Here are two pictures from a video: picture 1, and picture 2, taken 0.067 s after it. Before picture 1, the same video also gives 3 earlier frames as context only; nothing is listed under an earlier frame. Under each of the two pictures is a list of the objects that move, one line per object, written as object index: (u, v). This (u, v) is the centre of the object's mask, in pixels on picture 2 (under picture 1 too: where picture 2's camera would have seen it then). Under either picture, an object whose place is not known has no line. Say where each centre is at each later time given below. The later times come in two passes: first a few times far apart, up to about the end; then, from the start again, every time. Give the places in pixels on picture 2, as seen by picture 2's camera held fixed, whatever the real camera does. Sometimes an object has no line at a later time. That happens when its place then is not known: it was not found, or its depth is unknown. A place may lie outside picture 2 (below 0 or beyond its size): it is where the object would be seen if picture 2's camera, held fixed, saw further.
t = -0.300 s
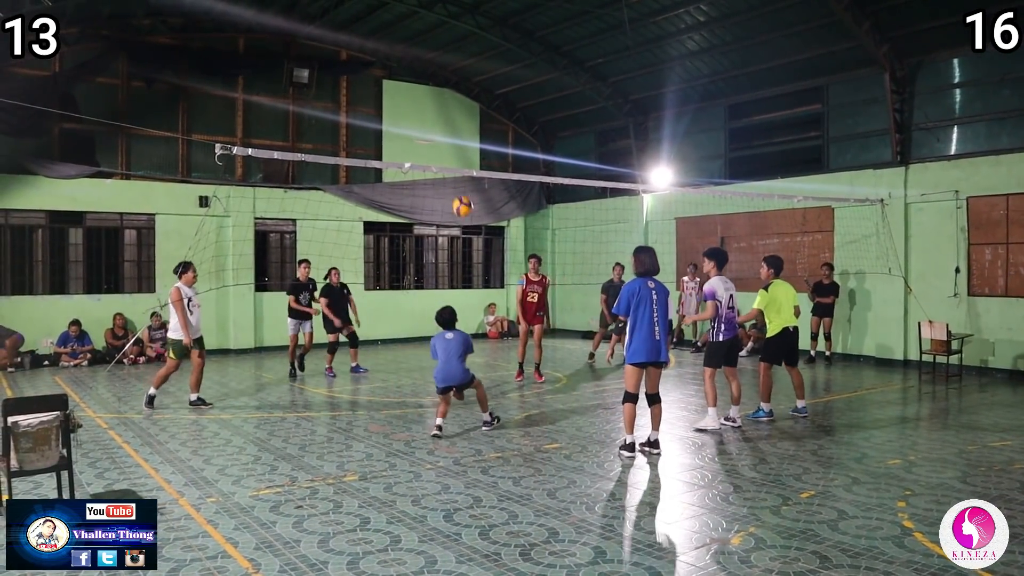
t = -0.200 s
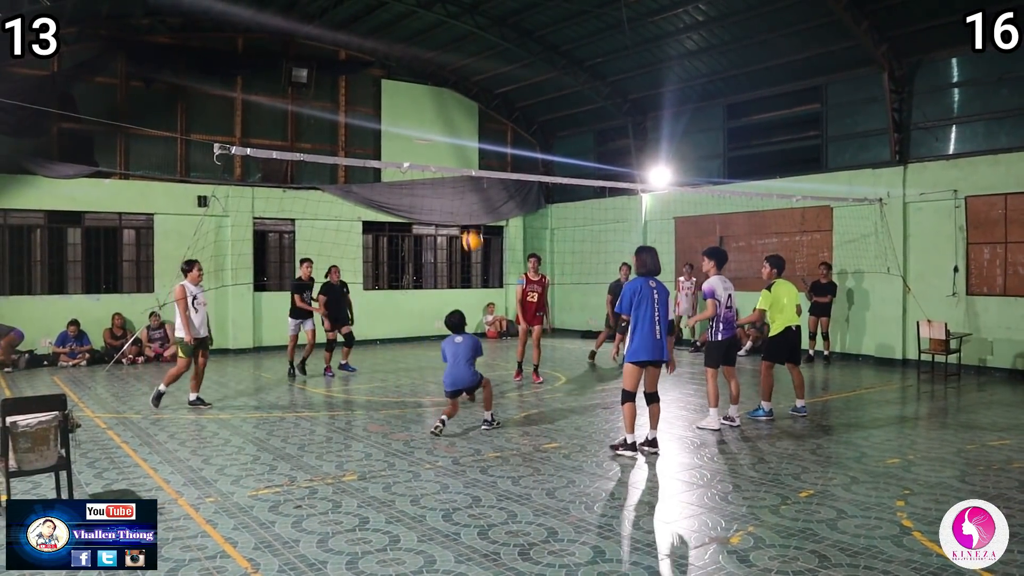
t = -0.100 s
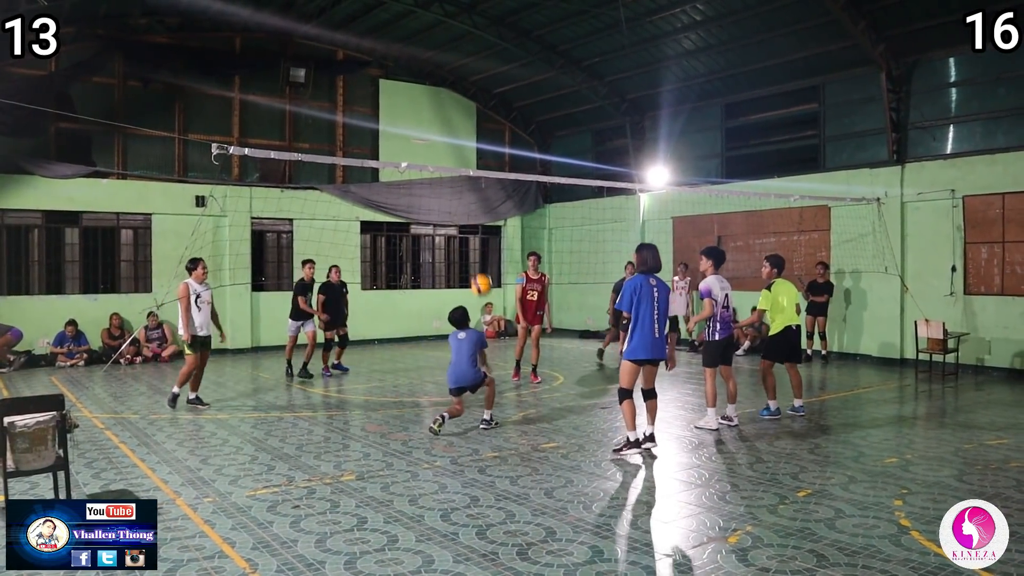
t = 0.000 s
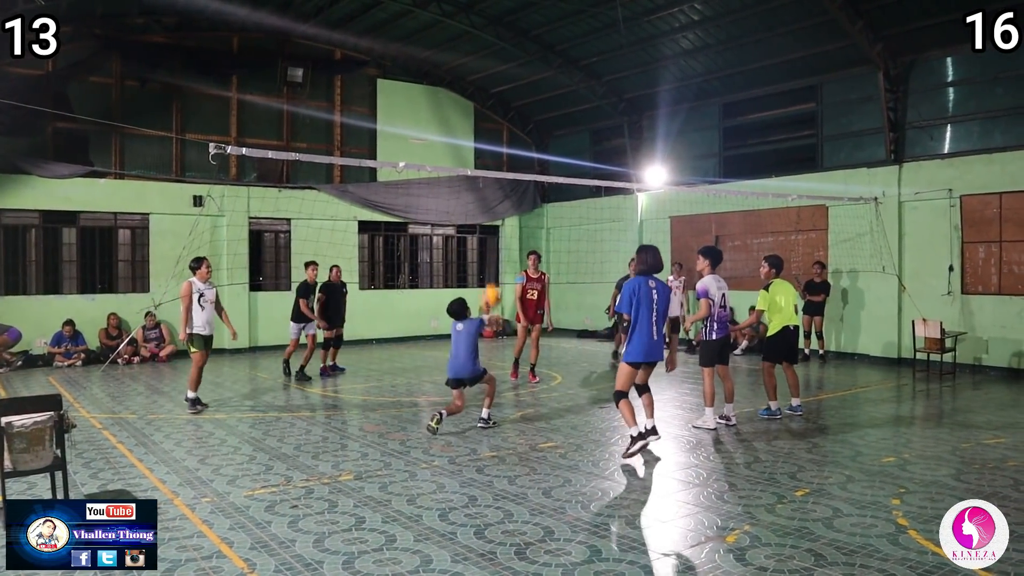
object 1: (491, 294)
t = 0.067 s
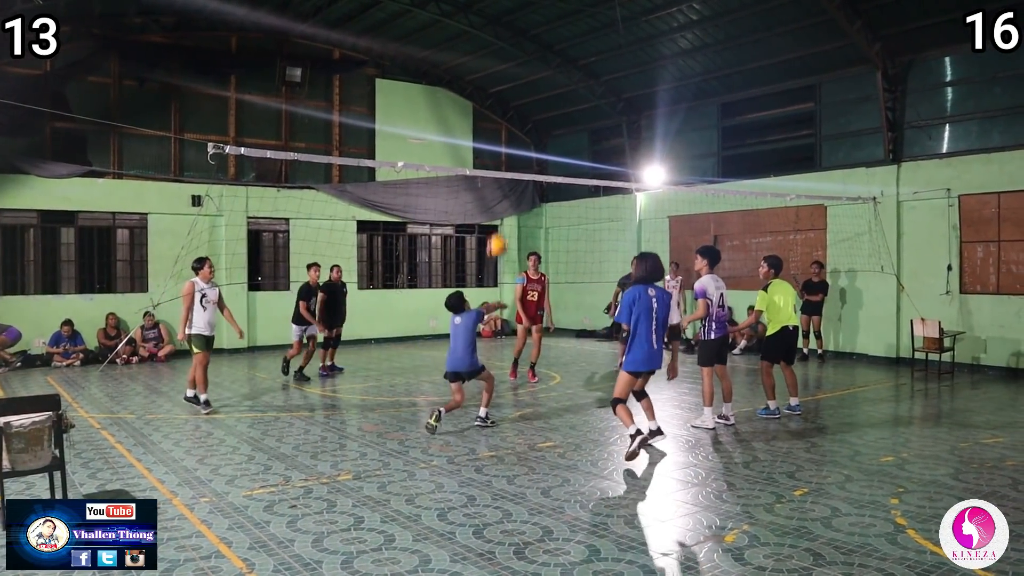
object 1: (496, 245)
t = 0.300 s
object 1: (522, 110)
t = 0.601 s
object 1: (554, 22)
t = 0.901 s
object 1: (585, 18)
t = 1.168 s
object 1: (611, 80)
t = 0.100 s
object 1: (500, 222)
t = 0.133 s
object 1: (504, 200)
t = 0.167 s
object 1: (506, 181)
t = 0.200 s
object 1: (511, 161)
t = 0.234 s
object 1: (515, 141)
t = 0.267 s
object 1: (518, 124)
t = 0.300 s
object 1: (522, 110)
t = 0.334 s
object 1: (525, 96)
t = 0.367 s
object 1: (528, 83)
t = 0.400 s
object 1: (532, 71)
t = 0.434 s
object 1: (536, 60)
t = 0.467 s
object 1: (540, 50)
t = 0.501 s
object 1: (543, 42)
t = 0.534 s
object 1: (547, 34)
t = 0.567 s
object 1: (550, 28)
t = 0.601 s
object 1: (554, 22)
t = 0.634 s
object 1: (557, 18)
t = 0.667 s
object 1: (561, 15)
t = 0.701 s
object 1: (565, 12)
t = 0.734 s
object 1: (568, 11)
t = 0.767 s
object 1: (571, 11)
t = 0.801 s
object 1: (575, 11)
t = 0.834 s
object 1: (578, 12)
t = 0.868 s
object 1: (581, 15)
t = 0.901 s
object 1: (585, 18)
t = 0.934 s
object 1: (588, 23)
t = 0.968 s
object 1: (591, 28)
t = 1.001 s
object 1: (594, 35)
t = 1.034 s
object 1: (598, 42)
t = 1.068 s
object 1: (600, 50)
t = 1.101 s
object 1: (603, 60)
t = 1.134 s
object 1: (608, 69)
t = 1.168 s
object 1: (611, 80)
